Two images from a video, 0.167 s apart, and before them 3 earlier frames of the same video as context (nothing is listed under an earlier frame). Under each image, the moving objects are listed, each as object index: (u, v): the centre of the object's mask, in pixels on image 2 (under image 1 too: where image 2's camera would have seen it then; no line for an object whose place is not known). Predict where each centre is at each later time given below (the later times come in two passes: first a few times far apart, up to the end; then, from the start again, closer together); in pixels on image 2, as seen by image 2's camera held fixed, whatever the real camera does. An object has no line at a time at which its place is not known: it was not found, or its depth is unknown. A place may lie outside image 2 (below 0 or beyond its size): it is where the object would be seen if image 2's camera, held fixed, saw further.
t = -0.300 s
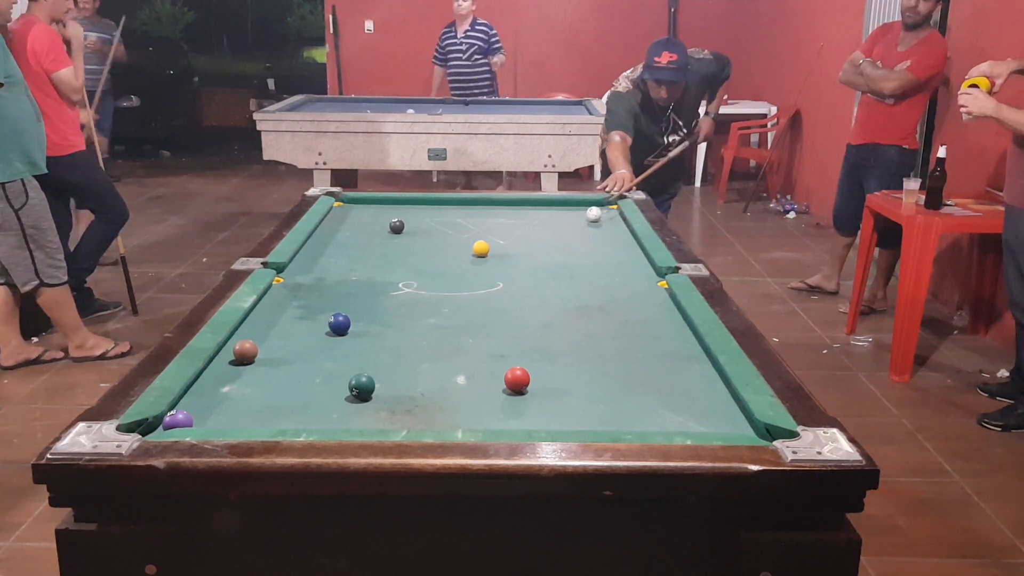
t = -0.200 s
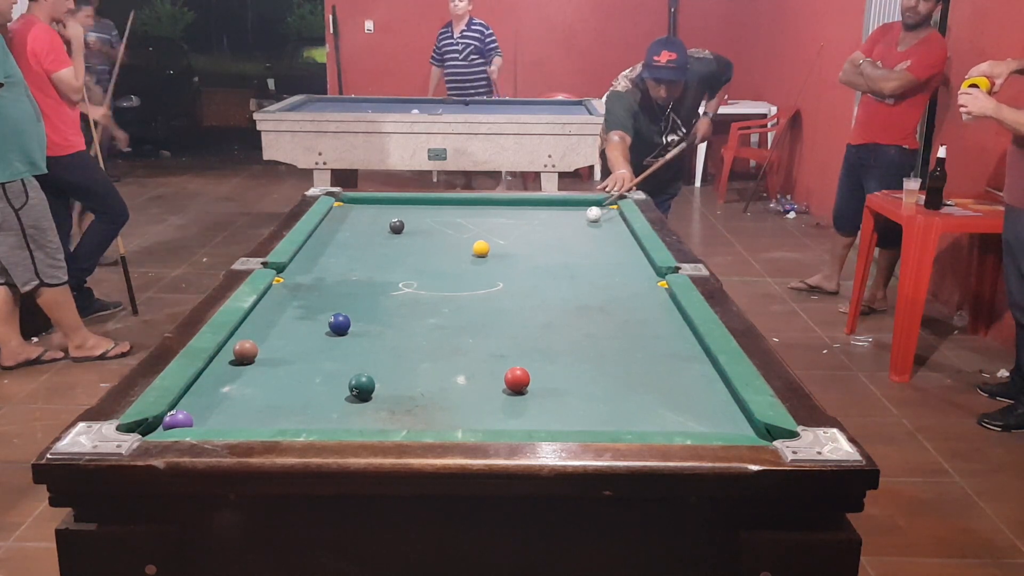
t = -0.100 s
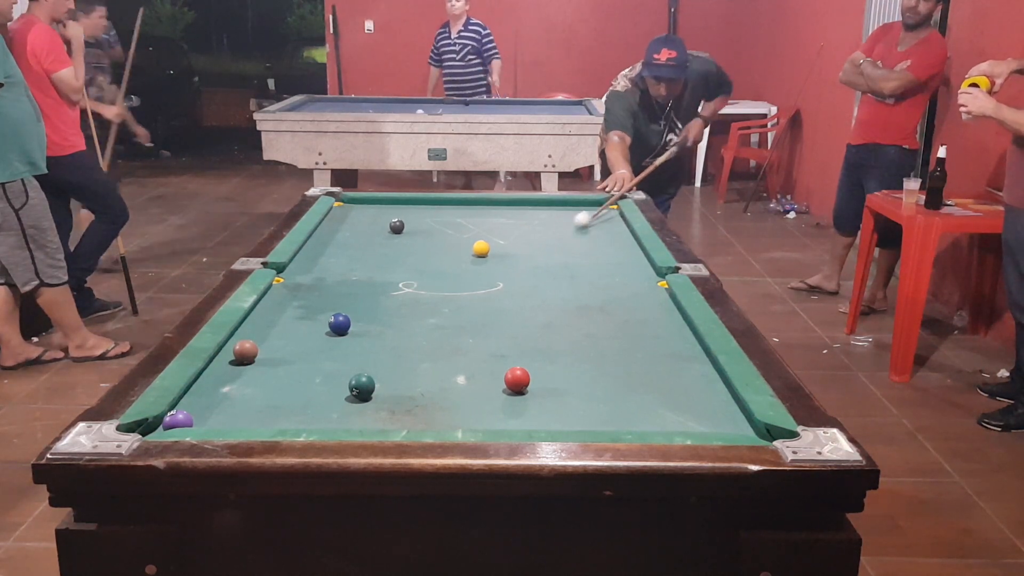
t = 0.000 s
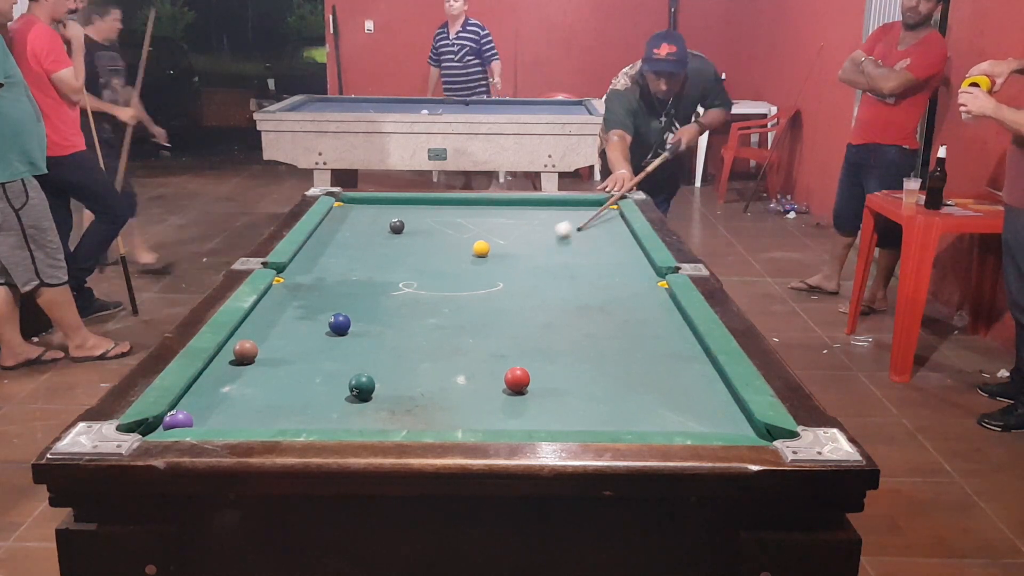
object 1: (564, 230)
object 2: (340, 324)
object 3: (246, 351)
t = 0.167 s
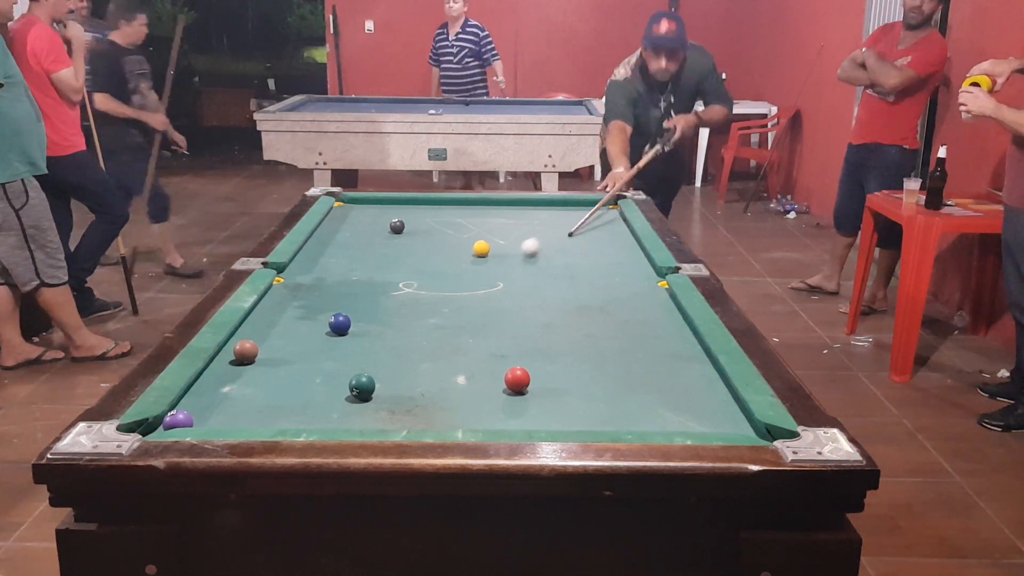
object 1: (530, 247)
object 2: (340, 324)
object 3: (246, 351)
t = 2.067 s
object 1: (290, 342)
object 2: (340, 324)
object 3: (240, 341)
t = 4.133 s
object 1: (335, 313)
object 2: (416, 300)
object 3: (309, 319)
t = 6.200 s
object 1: (335, 313)
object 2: (425, 297)
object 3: (310, 319)
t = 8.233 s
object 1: (335, 313)
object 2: (425, 297)
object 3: (310, 319)
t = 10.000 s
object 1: (335, 313)
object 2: (425, 297)
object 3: (310, 319)
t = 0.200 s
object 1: (523, 251)
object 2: (340, 324)
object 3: (246, 351)
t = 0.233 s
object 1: (515, 255)
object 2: (340, 324)
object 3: (246, 351)
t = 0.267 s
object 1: (508, 259)
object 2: (340, 324)
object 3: (246, 351)
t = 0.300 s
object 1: (500, 263)
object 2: (340, 324)
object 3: (246, 351)
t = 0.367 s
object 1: (483, 272)
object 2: (340, 324)
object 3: (246, 351)
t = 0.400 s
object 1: (475, 277)
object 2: (340, 324)
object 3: (246, 351)
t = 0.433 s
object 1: (466, 281)
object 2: (340, 324)
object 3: (246, 351)
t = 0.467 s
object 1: (456, 286)
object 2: (340, 324)
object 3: (245, 351)
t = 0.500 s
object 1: (447, 291)
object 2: (339, 324)
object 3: (245, 351)
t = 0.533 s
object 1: (437, 297)
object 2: (340, 324)
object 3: (246, 351)
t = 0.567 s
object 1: (426, 302)
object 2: (340, 324)
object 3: (246, 351)
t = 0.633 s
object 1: (404, 314)
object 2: (340, 324)
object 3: (246, 351)
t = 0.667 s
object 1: (392, 320)
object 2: (340, 324)
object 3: (246, 351)
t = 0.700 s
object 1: (380, 326)
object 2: (340, 324)
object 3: (246, 351)
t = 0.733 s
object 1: (368, 332)
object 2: (340, 324)
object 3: (246, 351)
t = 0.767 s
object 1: (354, 339)
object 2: (339, 323)
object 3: (245, 351)
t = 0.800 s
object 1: (341, 347)
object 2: (339, 323)
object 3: (246, 351)
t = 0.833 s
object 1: (326, 354)
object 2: (340, 324)
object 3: (246, 351)
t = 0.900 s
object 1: (295, 369)
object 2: (340, 324)
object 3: (246, 351)
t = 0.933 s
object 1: (280, 377)
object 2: (340, 324)
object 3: (246, 351)
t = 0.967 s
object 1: (262, 387)
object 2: (340, 324)
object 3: (246, 351)
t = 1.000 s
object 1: (243, 396)
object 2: (340, 324)
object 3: (246, 351)
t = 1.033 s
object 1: (224, 406)
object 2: (340, 324)
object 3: (246, 351)
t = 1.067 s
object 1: (208, 413)
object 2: (340, 324)
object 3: (246, 351)
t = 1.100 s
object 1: (208, 416)
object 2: (340, 324)
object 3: (246, 351)
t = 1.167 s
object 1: (206, 417)
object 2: (340, 324)
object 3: (246, 351)
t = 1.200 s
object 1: (210, 415)
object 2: (340, 324)
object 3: (246, 351)
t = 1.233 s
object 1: (213, 413)
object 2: (340, 324)
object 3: (246, 351)
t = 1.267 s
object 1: (216, 410)
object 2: (340, 324)
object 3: (246, 351)
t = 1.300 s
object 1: (219, 406)
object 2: (340, 324)
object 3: (246, 351)
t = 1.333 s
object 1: (223, 402)
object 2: (340, 324)
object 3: (246, 351)
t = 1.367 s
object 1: (225, 398)
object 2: (340, 324)
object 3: (246, 351)
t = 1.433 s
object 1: (232, 390)
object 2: (340, 324)
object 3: (246, 351)
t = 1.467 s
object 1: (234, 387)
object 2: (340, 324)
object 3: (246, 351)
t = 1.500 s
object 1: (237, 383)
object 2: (340, 324)
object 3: (246, 351)
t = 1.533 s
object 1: (240, 379)
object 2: (340, 324)
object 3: (246, 351)
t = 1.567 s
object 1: (242, 377)
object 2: (340, 324)
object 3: (246, 350)
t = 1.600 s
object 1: (245, 373)
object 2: (340, 324)
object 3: (246, 350)
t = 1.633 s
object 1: (247, 370)
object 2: (340, 324)
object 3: (245, 349)
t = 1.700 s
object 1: (252, 364)
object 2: (340, 324)
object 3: (244, 347)
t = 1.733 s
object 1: (255, 360)
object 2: (340, 324)
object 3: (243, 347)
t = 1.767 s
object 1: (257, 358)
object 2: (340, 324)
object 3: (242, 348)
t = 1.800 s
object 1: (260, 356)
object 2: (340, 324)
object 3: (241, 350)
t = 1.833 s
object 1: (264, 354)
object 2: (340, 324)
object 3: (241, 349)
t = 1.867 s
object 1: (268, 352)
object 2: (340, 324)
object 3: (240, 348)
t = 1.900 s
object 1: (272, 351)
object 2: (340, 324)
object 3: (239, 347)
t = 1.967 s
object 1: (279, 347)
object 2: (340, 324)
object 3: (235, 344)
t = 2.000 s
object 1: (283, 346)
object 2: (340, 324)
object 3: (235, 343)
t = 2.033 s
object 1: (286, 344)
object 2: (340, 324)
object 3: (237, 342)
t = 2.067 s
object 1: (290, 342)
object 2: (340, 324)
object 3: (240, 341)
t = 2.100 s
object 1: (293, 341)
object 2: (340, 324)
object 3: (242, 341)
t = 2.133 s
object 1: (297, 339)
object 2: (340, 324)
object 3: (244, 340)
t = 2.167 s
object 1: (300, 338)
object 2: (340, 324)
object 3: (247, 339)
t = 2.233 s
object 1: (306, 335)
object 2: (340, 324)
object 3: (251, 338)
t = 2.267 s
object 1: (309, 334)
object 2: (340, 324)
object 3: (253, 337)
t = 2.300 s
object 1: (312, 332)
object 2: (340, 324)
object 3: (255, 336)
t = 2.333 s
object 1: (315, 330)
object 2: (340, 324)
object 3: (257, 336)
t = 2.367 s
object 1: (318, 329)
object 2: (340, 324)
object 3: (259, 335)
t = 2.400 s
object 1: (320, 328)
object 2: (341, 324)
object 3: (261, 334)
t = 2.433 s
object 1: (321, 328)
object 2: (343, 323)
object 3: (263, 333)
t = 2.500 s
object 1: (322, 326)
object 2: (347, 322)
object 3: (268, 332)
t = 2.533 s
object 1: (322, 326)
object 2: (349, 321)
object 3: (269, 331)
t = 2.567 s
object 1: (322, 325)
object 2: (351, 321)
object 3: (271, 331)
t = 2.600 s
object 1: (322, 325)
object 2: (354, 320)
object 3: (273, 330)
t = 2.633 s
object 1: (323, 324)
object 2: (356, 319)
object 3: (275, 330)
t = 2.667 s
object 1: (323, 324)
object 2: (358, 319)
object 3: (277, 329)
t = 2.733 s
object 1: (324, 323)
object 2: (362, 318)
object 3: (280, 328)
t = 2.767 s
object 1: (324, 322)
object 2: (364, 317)
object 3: (282, 327)
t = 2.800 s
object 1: (324, 322)
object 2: (366, 316)
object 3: (283, 327)
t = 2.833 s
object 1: (325, 321)
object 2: (368, 316)
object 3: (285, 327)
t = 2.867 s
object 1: (325, 321)
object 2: (370, 315)
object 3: (286, 326)
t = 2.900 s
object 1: (325, 320)
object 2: (372, 315)
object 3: (288, 325)
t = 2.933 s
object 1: (326, 320)
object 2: (373, 314)
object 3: (290, 325)
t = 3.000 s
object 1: (326, 319)
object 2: (377, 313)
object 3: (293, 324)
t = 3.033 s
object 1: (326, 319)
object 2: (378, 313)
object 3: (294, 324)
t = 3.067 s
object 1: (327, 318)
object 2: (380, 312)
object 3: (295, 323)
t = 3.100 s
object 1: (327, 318)
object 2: (382, 312)
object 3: (296, 323)
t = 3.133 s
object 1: (327, 318)
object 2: (383, 311)
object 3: (298, 323)
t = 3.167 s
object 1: (327, 317)
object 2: (385, 311)
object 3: (299, 322)
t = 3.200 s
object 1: (327, 317)
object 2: (386, 310)
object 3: (300, 322)
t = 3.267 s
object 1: (327, 317)
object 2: (389, 309)
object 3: (303, 321)
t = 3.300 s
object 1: (328, 316)
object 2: (391, 309)
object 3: (304, 321)
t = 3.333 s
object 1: (328, 316)
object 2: (392, 309)
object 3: (305, 320)
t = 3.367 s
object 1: (328, 316)
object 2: (393, 308)
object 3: (306, 320)
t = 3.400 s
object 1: (329, 315)
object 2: (395, 308)
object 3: (307, 320)
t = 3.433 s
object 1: (329, 315)
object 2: (396, 308)
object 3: (308, 320)
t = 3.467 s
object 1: (329, 315)
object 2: (397, 307)
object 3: (308, 320)
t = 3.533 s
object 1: (330, 315)
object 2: (399, 306)
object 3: (309, 319)
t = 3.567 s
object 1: (331, 314)
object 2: (401, 306)
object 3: (309, 319)
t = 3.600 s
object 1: (331, 314)
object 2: (402, 305)
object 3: (309, 319)
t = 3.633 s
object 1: (332, 314)
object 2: (403, 305)
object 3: (309, 319)
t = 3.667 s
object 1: (332, 314)
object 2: (404, 305)
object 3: (309, 319)
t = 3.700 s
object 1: (332, 313)
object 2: (405, 304)
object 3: (309, 319)
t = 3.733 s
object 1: (333, 313)
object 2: (406, 304)
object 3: (309, 319)
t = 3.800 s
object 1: (333, 313)
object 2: (408, 303)
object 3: (309, 319)
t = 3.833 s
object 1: (333, 313)
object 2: (409, 303)
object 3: (309, 319)
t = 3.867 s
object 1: (333, 313)
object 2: (410, 303)
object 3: (310, 319)
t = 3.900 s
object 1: (334, 313)
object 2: (411, 302)
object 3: (310, 319)
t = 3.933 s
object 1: (334, 313)
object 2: (412, 302)
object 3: (310, 319)
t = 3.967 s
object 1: (334, 313)
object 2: (412, 302)
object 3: (310, 319)
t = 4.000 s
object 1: (334, 313)
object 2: (413, 302)
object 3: (310, 319)
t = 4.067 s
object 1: (335, 313)
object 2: (415, 301)
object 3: (310, 319)
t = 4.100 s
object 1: (335, 313)
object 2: (415, 301)
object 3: (310, 319)
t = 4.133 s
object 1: (335, 313)
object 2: (416, 300)
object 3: (309, 319)
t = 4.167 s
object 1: (335, 313)
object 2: (417, 300)
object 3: (309, 319)
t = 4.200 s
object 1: (335, 313)
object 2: (417, 300)
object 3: (310, 319)
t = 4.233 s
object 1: (336, 313)
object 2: (418, 300)
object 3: (310, 319)
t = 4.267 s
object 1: (336, 313)
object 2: (418, 300)
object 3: (310, 319)
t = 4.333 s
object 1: (336, 313)
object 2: (420, 299)
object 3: (310, 319)
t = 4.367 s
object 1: (336, 313)
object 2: (420, 299)
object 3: (310, 319)
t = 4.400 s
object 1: (336, 313)
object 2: (421, 299)
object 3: (310, 319)
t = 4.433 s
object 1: (336, 313)
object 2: (421, 299)
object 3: (310, 319)
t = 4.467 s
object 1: (335, 313)
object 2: (421, 298)
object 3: (310, 319)
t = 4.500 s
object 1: (335, 313)
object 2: (422, 298)
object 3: (310, 319)
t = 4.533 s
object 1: (335, 313)
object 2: (422, 298)
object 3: (310, 319)
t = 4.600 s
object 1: (335, 313)
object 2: (423, 298)
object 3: (310, 319)
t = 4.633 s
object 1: (335, 313)
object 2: (423, 298)
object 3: (310, 318)
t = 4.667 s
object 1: (336, 313)
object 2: (424, 298)
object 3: (310, 319)
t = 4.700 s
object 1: (336, 313)
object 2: (424, 298)
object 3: (310, 319)
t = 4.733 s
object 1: (336, 313)
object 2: (424, 298)
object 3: (310, 319)
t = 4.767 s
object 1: (336, 313)
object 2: (425, 297)
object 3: (310, 319)
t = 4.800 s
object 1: (336, 313)
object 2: (425, 297)
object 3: (310, 319)
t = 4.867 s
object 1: (335, 313)
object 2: (425, 297)
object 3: (310, 318)
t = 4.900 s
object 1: (335, 313)
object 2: (426, 297)
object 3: (310, 319)
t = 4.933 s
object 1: (335, 313)
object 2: (426, 297)
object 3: (310, 319)
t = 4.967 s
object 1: (335, 313)
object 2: (426, 297)
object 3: (310, 319)
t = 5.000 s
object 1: (335, 313)
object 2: (426, 297)
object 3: (310, 319)
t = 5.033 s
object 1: (335, 313)
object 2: (426, 297)
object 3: (310, 319)
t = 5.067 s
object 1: (335, 313)
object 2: (426, 297)
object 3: (310, 319)
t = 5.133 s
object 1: (336, 313)
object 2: (425, 297)
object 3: (310, 319)
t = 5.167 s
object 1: (335, 313)
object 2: (425, 297)
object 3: (310, 319)
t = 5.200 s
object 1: (335, 313)
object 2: (425, 297)
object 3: (310, 319)
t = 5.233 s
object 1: (335, 313)
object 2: (425, 297)
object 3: (310, 319)
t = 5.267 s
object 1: (336, 313)
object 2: (425, 297)
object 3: (310, 319)
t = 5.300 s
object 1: (335, 313)
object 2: (425, 297)
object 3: (310, 319)
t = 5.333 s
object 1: (336, 313)
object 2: (425, 297)
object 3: (310, 319)
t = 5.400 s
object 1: (335, 313)
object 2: (425, 297)
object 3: (310, 318)
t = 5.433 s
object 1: (335, 313)
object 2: (425, 297)
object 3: (310, 319)
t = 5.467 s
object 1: (335, 313)
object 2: (425, 297)
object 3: (310, 319)
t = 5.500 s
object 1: (335, 313)
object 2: (425, 297)
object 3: (310, 319)
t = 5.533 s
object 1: (335, 313)
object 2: (425, 297)
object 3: (310, 318)
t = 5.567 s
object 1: (335, 313)
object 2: (425, 297)
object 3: (310, 319)
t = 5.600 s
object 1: (335, 313)
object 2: (425, 297)
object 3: (310, 319)
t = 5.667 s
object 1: (335, 313)
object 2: (425, 297)
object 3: (310, 319)
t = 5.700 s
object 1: (335, 313)
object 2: (425, 297)
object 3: (310, 319)
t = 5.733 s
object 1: (335, 313)
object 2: (425, 297)
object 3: (310, 319)
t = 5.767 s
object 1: (335, 313)
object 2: (425, 297)
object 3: (310, 319)
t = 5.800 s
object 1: (335, 313)
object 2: (425, 297)
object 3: (310, 319)
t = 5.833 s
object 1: (335, 313)
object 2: (425, 297)
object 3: (310, 319)
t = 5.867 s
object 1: (335, 313)
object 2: (425, 297)
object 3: (310, 319)
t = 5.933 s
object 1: (335, 313)
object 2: (425, 297)
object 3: (310, 318)
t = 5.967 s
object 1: (335, 313)
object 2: (425, 297)
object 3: (310, 319)
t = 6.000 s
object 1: (335, 313)
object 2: (425, 297)
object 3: (310, 319)
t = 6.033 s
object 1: (336, 313)
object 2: (425, 297)
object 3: (310, 319)
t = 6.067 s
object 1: (335, 313)
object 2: (425, 297)
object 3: (310, 319)
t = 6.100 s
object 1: (335, 313)
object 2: (425, 297)
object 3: (310, 319)
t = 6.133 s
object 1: (335, 313)
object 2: (425, 297)
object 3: (310, 319)
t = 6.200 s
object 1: (335, 313)
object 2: (425, 297)
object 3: (310, 319)
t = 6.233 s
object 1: (335, 313)
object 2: (425, 297)
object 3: (310, 319)
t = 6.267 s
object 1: (335, 313)
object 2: (425, 297)
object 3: (310, 319)
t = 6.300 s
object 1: (335, 313)
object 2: (425, 297)
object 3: (310, 319)
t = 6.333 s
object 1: (335, 313)
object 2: (425, 297)
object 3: (310, 319)
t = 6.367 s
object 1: (335, 313)
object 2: (425, 297)
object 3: (310, 319)
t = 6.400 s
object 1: (335, 313)
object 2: (425, 297)
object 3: (310, 319)
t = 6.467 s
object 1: (336, 313)
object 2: (425, 297)
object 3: (310, 319)
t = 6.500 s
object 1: (335, 313)
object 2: (425, 297)
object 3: (310, 319)
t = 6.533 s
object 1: (336, 313)
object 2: (425, 297)
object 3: (310, 319)
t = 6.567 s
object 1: (335, 313)
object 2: (425, 297)
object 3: (310, 319)
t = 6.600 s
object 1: (335, 313)
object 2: (425, 297)
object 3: (310, 319)
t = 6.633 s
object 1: (335, 313)
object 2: (425, 297)
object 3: (310, 319)
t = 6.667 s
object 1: (335, 313)
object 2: (425, 297)
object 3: (310, 319)
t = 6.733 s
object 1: (336, 313)
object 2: (425, 297)
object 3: (310, 319)
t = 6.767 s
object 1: (336, 313)
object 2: (425, 297)
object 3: (310, 319)
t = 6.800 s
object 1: (335, 313)
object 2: (425, 297)
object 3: (310, 319)
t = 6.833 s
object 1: (335, 313)
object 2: (425, 297)
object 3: (310, 319)
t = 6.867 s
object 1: (335, 313)
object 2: (425, 297)
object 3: (310, 319)
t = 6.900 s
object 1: (335, 313)
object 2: (425, 297)
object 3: (310, 319)
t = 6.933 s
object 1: (335, 313)
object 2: (425, 297)
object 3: (310, 319)
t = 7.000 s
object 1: (335, 313)
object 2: (425, 297)
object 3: (310, 319)
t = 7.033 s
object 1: (335, 313)
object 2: (425, 297)
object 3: (310, 319)
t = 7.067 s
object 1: (335, 313)
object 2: (425, 297)
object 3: (310, 319)
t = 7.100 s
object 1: (335, 313)
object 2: (425, 297)
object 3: (310, 319)
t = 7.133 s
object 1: (335, 313)
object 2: (425, 297)
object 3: (310, 319)
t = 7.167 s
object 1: (335, 313)
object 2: (425, 297)
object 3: (310, 319)
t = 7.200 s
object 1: (335, 313)
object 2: (425, 297)
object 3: (310, 319)
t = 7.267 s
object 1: (335, 313)
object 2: (425, 297)
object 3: (310, 319)
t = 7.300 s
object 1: (335, 313)
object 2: (425, 297)
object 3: (310, 319)
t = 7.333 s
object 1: (335, 313)
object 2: (425, 297)
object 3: (310, 319)
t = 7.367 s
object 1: (335, 313)
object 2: (425, 297)
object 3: (310, 319)
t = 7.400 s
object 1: (335, 313)
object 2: (425, 297)
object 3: (310, 319)
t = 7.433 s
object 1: (335, 313)
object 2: (425, 297)
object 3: (310, 319)
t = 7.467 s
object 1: (335, 313)
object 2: (425, 297)
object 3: (310, 319)
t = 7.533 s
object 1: (335, 313)
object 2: (425, 297)
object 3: (310, 319)
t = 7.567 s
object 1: (335, 313)
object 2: (425, 297)
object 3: (310, 319)
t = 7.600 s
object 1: (335, 313)
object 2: (425, 297)
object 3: (310, 319)
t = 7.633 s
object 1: (335, 313)
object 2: (425, 297)
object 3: (310, 319)
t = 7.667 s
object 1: (335, 313)
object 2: (425, 297)
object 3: (310, 319)
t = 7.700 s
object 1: (335, 313)
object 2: (425, 297)
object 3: (310, 319)
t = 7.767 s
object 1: (335, 313)
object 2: (425, 297)
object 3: (310, 319)
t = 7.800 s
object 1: (335, 313)
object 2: (425, 297)
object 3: (310, 319)
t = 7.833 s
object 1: (335, 313)
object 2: (425, 297)
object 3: (310, 319)
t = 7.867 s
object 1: (335, 313)
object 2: (425, 297)
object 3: (310, 319)
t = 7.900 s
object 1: (335, 313)
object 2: (425, 297)
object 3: (310, 319)
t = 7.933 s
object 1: (335, 313)
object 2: (425, 297)
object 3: (310, 319)
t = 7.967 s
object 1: (335, 313)
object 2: (425, 297)
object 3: (310, 319)
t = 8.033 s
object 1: (335, 313)
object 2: (425, 297)
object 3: (310, 319)
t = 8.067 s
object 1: (335, 313)
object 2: (425, 297)
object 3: (310, 319)
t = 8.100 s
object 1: (335, 313)
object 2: (425, 297)
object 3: (310, 319)
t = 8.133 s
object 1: (335, 313)
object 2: (425, 297)
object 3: (310, 319)
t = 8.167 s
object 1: (335, 313)
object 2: (425, 297)
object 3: (310, 319)
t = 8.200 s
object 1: (335, 313)
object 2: (425, 297)
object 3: (310, 319)
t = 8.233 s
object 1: (335, 313)
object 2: (425, 297)
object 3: (310, 319)
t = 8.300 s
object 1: (335, 313)
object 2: (425, 297)
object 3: (310, 319)
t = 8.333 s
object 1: (335, 313)
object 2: (425, 297)
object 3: (310, 319)
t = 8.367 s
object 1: (335, 313)
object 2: (425, 297)
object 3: (310, 319)
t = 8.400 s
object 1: (336, 313)
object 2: (425, 297)
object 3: (310, 319)
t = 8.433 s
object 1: (335, 313)
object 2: (425, 297)
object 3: (310, 319)
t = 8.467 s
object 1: (335, 313)
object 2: (425, 297)
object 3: (310, 319)
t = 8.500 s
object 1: (335, 313)
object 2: (425, 297)
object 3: (310, 319)
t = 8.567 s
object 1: (335, 313)
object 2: (425, 297)
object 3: (310, 319)
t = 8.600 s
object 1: (335, 313)
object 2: (425, 297)
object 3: (310, 319)
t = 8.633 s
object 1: (335, 313)
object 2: (425, 297)
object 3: (310, 319)
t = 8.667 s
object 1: (335, 313)
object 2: (425, 297)
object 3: (310, 319)
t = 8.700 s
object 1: (335, 313)
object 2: (425, 297)
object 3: (310, 319)
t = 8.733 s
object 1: (335, 313)
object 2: (425, 297)
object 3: (310, 319)
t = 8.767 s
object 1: (335, 313)
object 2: (425, 297)
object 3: (310, 319)
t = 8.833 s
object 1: (335, 313)
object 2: (425, 297)
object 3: (310, 319)
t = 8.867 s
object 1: (336, 313)
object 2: (425, 297)
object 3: (310, 319)
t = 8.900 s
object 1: (335, 313)
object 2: (425, 297)
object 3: (310, 319)
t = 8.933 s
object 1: (335, 313)
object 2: (425, 297)
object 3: (310, 319)
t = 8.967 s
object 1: (335, 313)
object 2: (425, 297)
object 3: (310, 319)
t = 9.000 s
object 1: (335, 313)
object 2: (425, 297)
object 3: (310, 319)
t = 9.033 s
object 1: (335, 313)
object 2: (425, 297)
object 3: (310, 319)
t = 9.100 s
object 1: (335, 313)
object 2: (425, 297)
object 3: (310, 319)
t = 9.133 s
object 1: (335, 313)
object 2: (425, 297)
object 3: (310, 319)
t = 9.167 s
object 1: (335, 313)
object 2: (425, 297)
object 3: (310, 319)
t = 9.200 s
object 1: (335, 313)
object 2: (425, 297)
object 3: (310, 319)
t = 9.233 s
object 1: (336, 313)
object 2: (425, 297)
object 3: (310, 319)
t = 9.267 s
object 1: (335, 313)
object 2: (425, 297)
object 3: (310, 319)
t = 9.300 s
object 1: (335, 313)
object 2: (425, 297)
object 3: (310, 319)
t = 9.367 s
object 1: (335, 313)
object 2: (425, 297)
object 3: (310, 319)
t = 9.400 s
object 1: (335, 313)
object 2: (425, 297)
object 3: (310, 319)
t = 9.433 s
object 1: (335, 313)
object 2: (425, 297)
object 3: (310, 319)
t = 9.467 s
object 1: (335, 313)
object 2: (425, 297)
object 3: (310, 319)
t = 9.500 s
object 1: (335, 313)
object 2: (425, 297)
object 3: (310, 319)
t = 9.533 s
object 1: (335, 313)
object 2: (425, 297)
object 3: (310, 319)
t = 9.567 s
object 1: (335, 313)
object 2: (425, 297)
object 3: (310, 319)
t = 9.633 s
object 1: (335, 313)
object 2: (425, 297)
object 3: (310, 319)
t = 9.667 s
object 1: (335, 313)
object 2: (425, 297)
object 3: (310, 319)
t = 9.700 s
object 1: (335, 313)
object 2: (425, 297)
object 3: (310, 319)
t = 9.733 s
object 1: (335, 313)
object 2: (425, 297)
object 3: (310, 319)
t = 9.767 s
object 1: (335, 313)
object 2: (425, 297)
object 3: (310, 319)
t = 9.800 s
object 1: (335, 313)
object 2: (425, 297)
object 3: (310, 319)
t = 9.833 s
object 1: (335, 313)
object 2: (425, 297)
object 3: (310, 319)
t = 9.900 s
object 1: (335, 313)
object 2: (425, 297)
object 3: (310, 319)
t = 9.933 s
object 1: (335, 313)
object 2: (425, 297)
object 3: (310, 319)
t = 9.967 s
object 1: (335, 313)
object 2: (425, 297)
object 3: (310, 319)
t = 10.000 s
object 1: (335, 313)
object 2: (425, 297)
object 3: (310, 319)
